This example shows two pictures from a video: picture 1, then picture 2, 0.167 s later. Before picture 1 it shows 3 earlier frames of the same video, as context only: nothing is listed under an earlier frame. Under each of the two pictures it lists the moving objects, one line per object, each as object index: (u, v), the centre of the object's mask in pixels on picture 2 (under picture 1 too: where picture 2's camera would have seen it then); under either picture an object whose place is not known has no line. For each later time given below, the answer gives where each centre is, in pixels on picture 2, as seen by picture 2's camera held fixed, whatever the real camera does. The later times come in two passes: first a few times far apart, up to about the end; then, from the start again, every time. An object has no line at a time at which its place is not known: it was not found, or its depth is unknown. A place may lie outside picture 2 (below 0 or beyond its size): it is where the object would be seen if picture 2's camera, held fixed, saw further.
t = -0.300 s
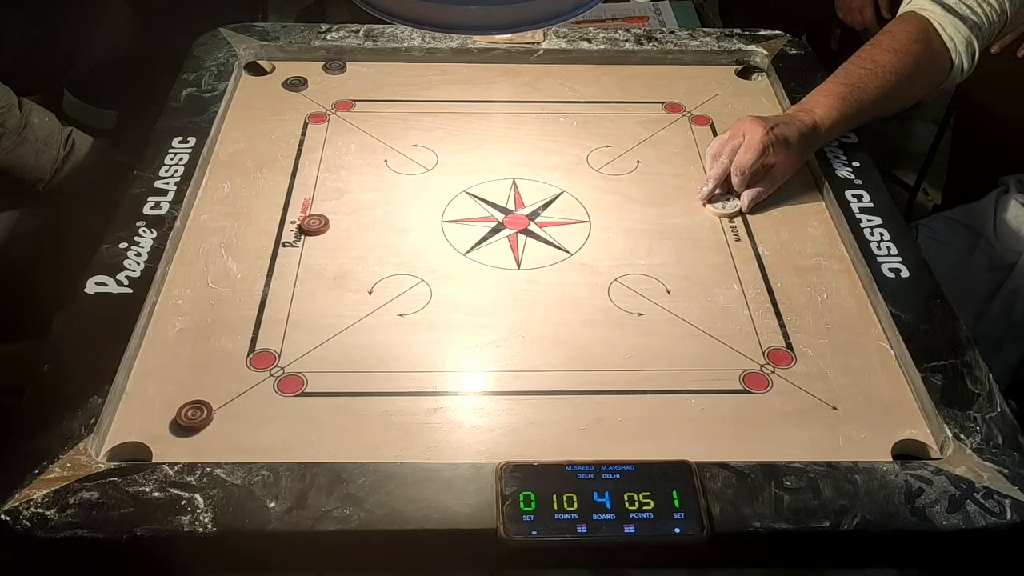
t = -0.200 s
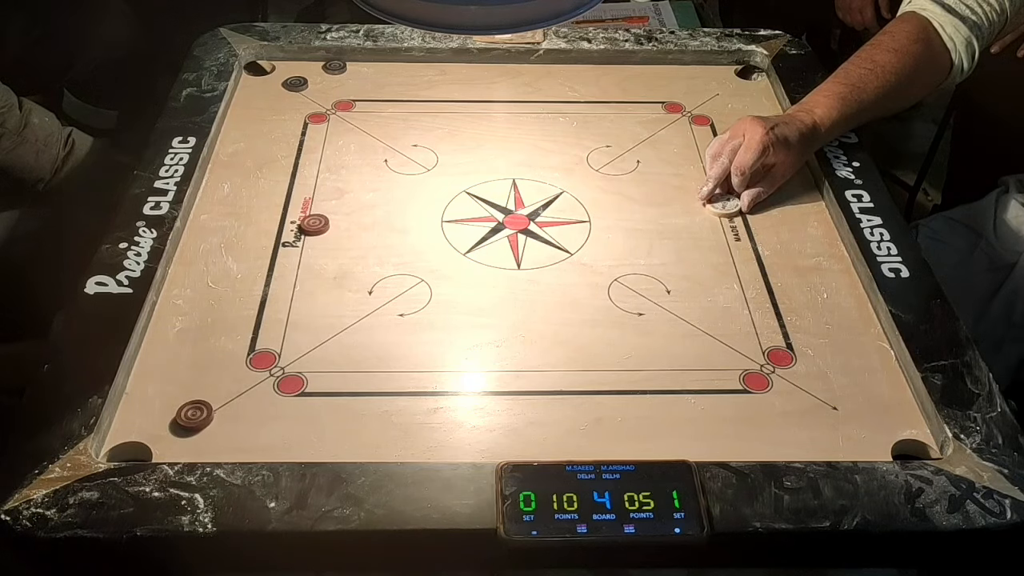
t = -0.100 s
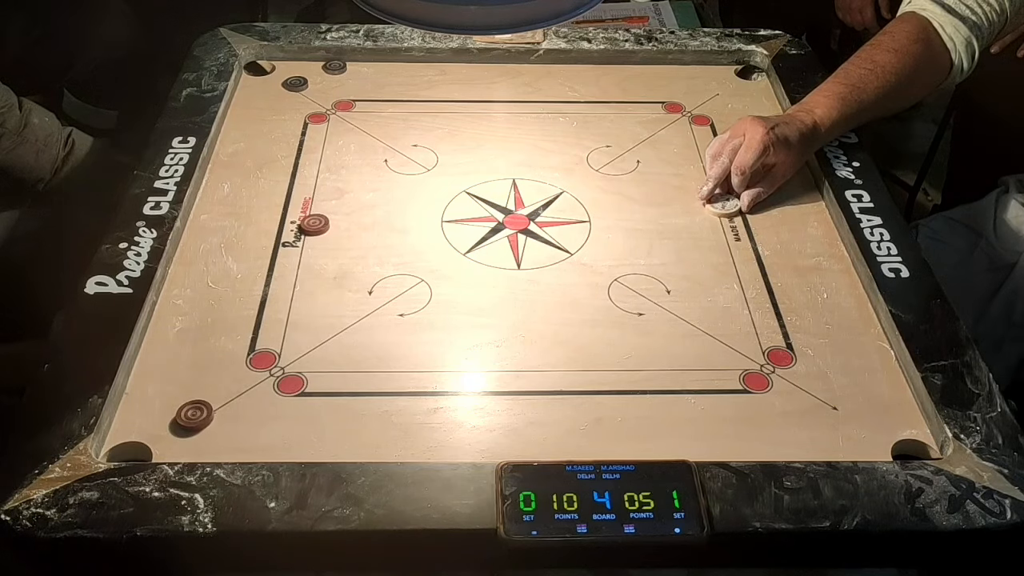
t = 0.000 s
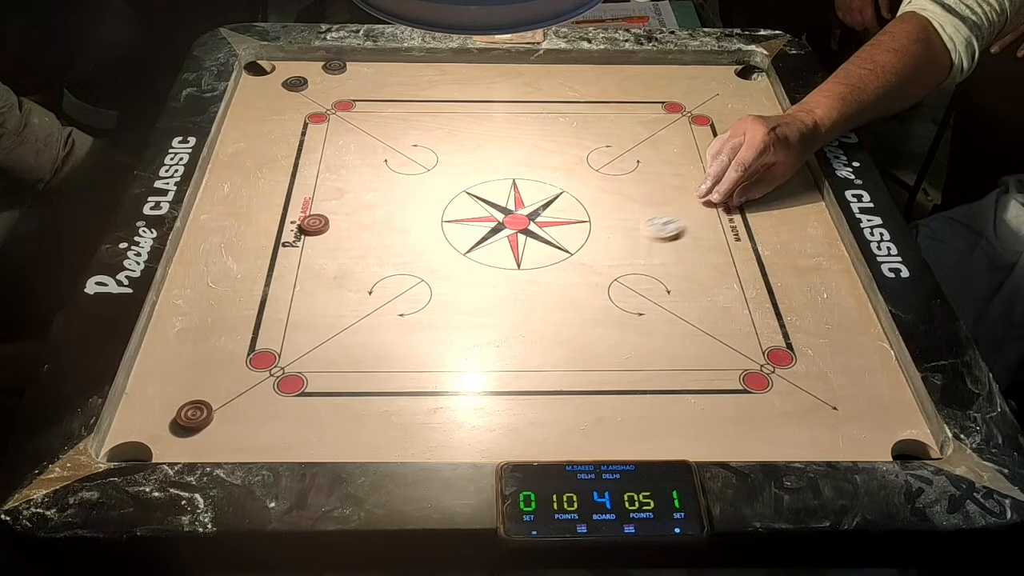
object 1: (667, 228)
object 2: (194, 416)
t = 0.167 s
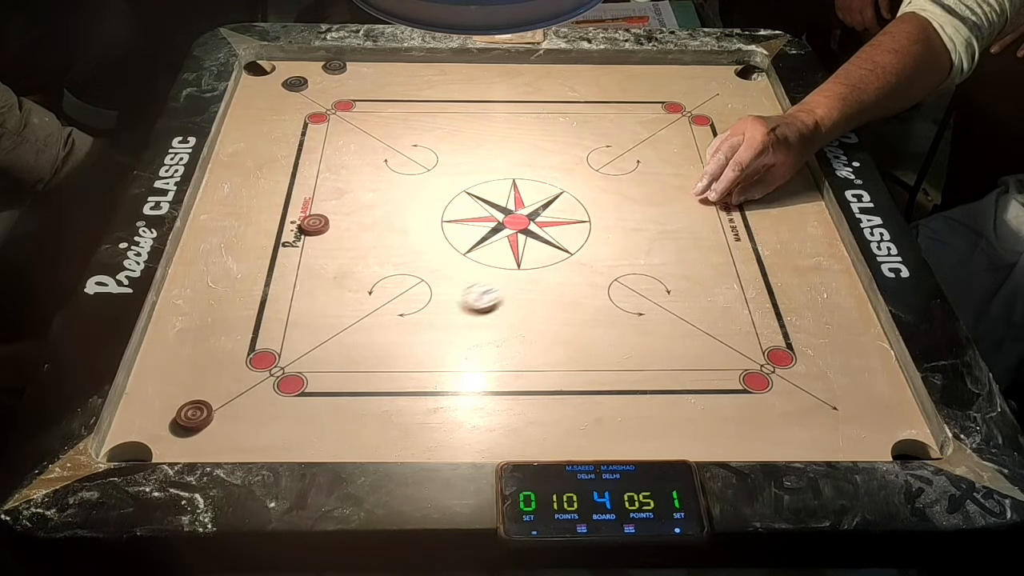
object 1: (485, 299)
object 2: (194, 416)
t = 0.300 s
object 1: (340, 354)
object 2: (194, 416)
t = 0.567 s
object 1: (166, 411)
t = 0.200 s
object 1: (448, 312)
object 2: (194, 416)
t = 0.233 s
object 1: (412, 327)
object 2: (194, 416)
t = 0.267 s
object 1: (377, 340)
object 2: (194, 416)
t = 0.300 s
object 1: (340, 354)
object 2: (194, 416)
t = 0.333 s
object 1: (305, 368)
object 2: (194, 416)
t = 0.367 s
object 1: (270, 381)
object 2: (194, 416)
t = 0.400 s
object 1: (238, 393)
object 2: (194, 416)
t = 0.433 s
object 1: (218, 399)
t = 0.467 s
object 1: (203, 403)
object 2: (127, 453)
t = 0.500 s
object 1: (189, 407)
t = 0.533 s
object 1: (177, 409)
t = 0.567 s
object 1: (166, 411)
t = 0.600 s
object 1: (158, 414)
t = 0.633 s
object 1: (151, 416)
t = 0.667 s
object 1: (145, 416)
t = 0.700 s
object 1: (144, 417)
